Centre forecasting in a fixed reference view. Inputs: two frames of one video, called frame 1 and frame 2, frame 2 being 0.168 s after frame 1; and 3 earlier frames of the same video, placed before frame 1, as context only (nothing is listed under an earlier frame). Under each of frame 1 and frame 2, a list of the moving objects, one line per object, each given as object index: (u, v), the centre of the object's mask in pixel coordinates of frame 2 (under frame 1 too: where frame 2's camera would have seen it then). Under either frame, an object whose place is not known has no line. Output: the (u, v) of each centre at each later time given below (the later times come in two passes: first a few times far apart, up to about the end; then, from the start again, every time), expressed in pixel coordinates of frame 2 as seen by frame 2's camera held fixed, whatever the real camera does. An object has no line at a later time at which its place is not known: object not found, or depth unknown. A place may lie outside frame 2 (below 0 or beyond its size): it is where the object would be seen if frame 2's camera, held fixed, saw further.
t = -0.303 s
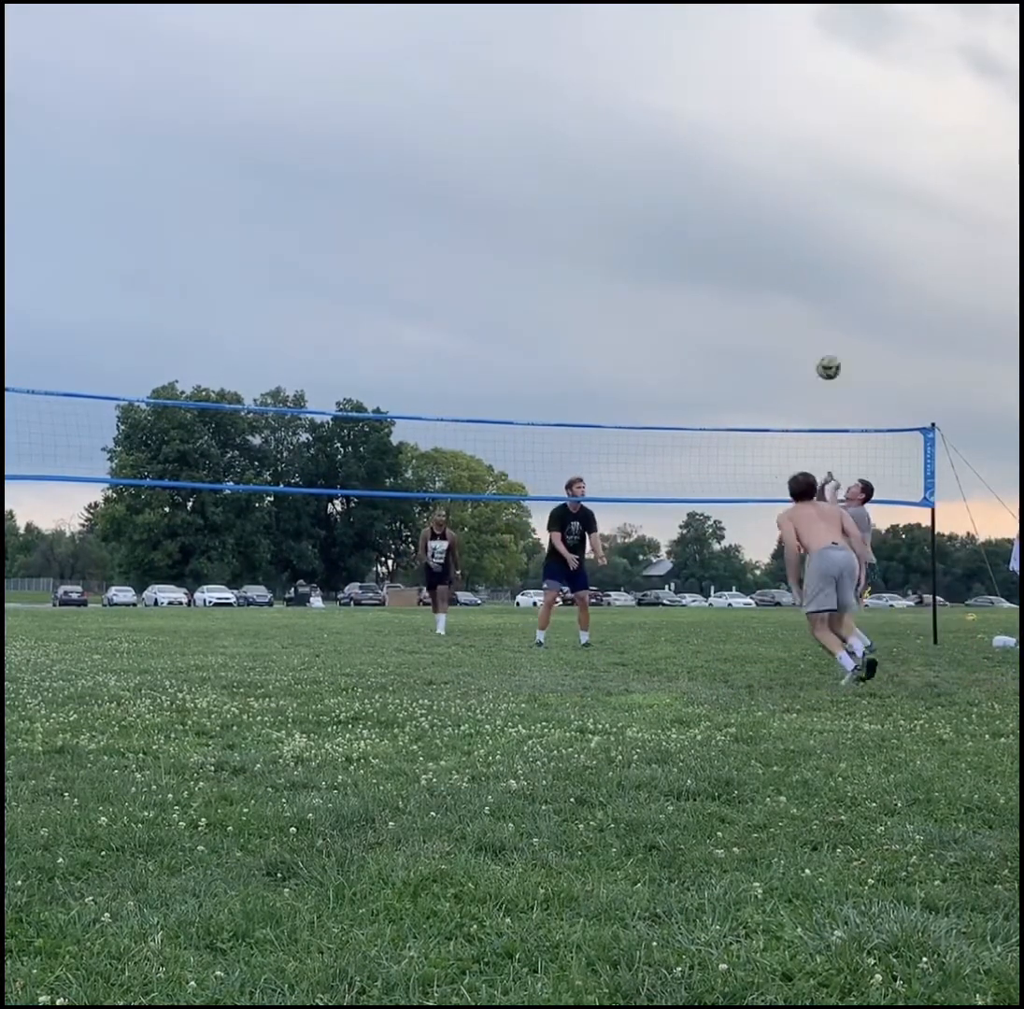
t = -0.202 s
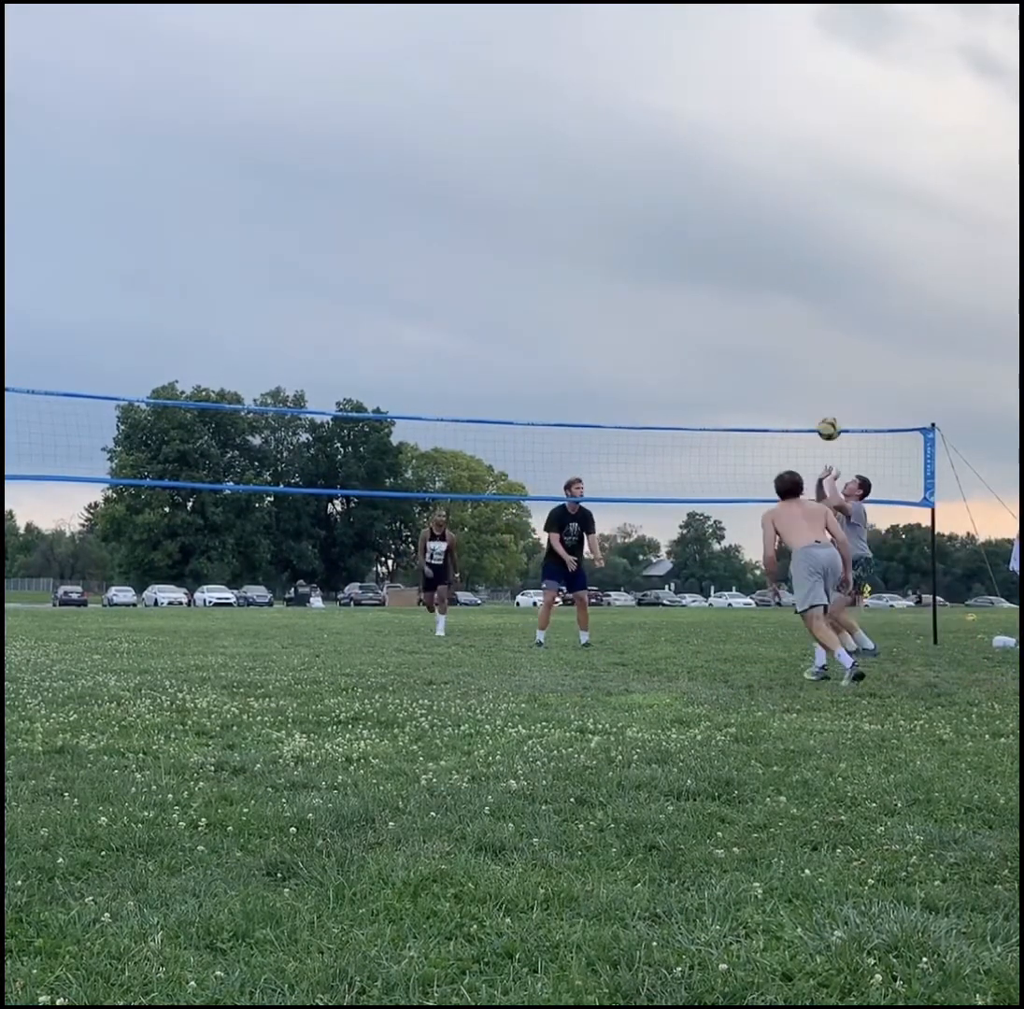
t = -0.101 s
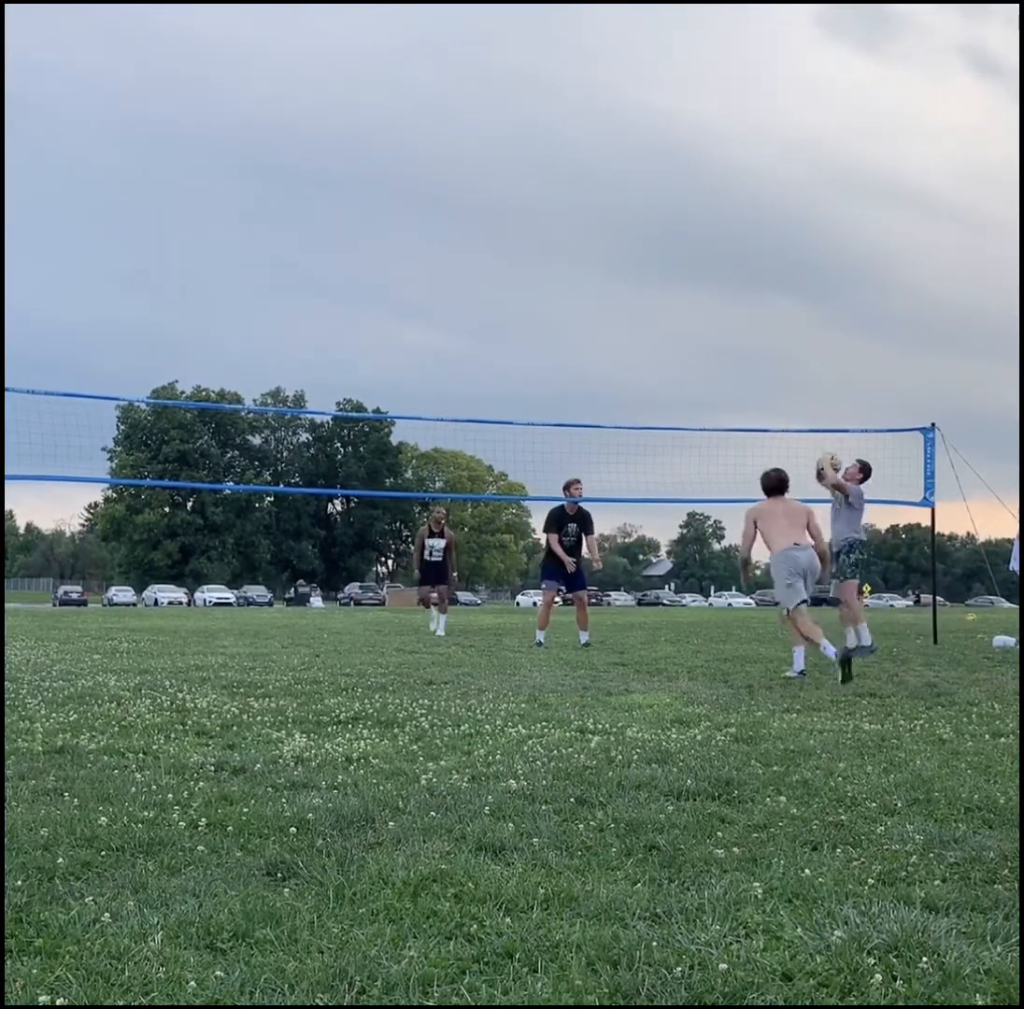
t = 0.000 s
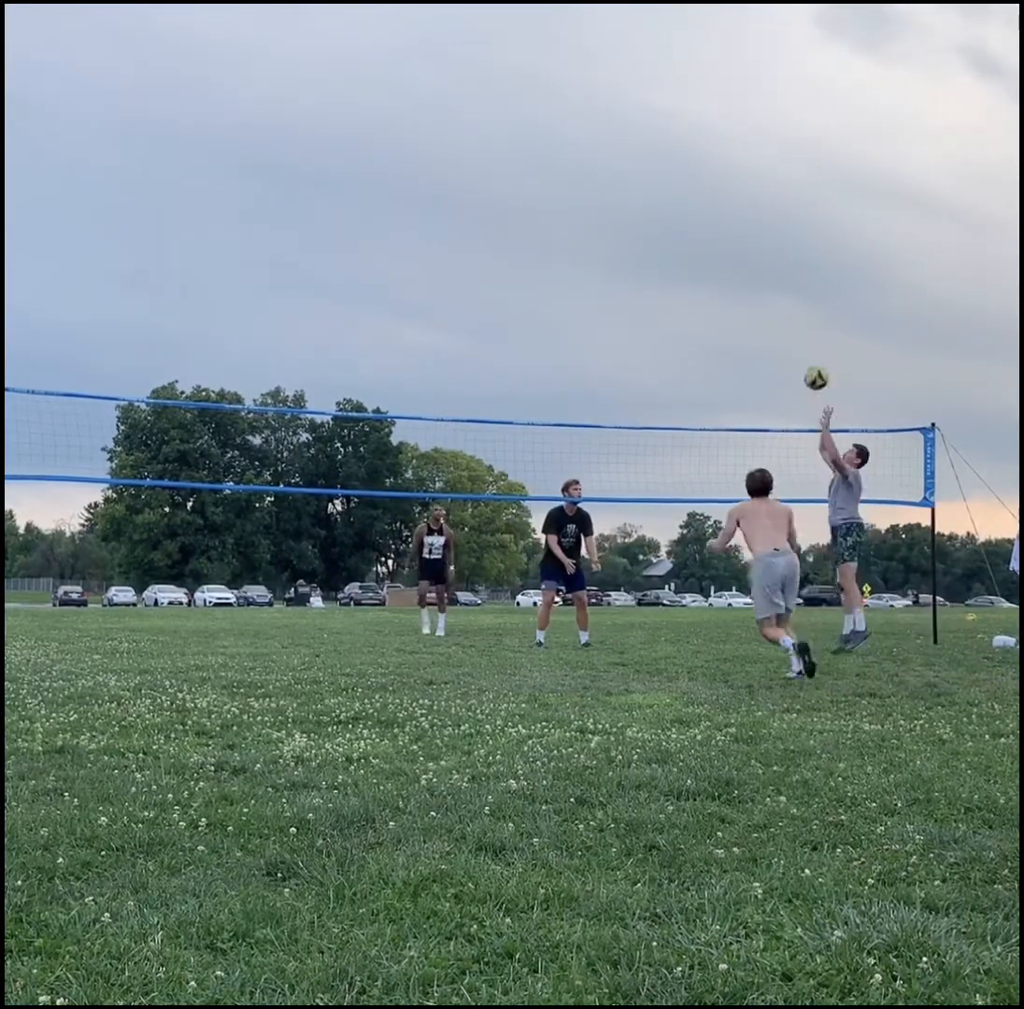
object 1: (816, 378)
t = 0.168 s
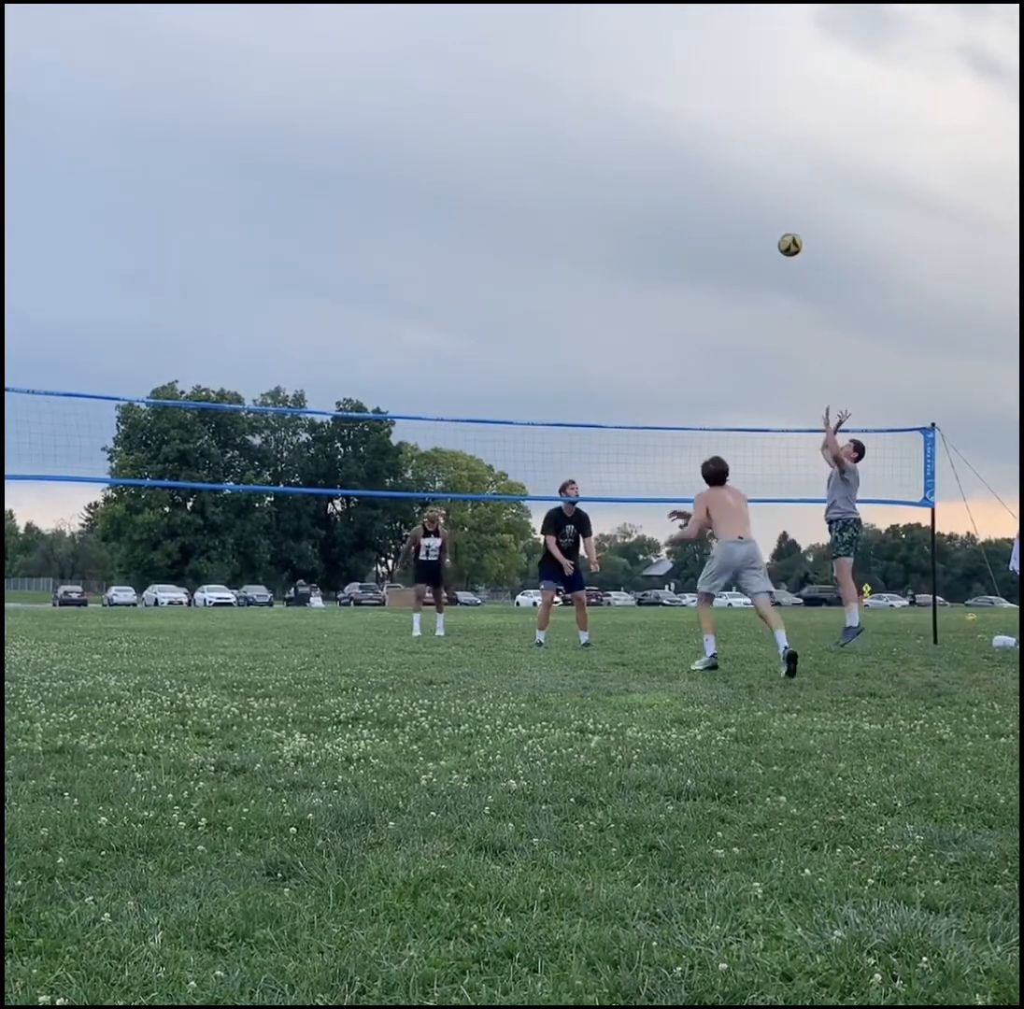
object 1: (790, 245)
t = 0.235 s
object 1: (779, 200)
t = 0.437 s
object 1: (746, 95)
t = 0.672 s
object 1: (709, 29)
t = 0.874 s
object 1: (678, 19)
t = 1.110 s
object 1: (642, 63)
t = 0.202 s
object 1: (784, 222)
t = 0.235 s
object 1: (779, 200)
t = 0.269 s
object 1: (773, 179)
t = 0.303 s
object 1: (767, 160)
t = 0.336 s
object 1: (762, 141)
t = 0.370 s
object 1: (756, 125)
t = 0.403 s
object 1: (751, 109)
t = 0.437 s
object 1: (746, 95)
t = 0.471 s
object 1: (740, 81)
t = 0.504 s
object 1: (735, 69)
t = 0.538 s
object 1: (730, 59)
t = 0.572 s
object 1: (725, 50)
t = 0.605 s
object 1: (720, 41)
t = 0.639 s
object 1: (714, 34)
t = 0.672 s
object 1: (709, 29)
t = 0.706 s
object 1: (704, 24)
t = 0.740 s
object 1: (699, 21)
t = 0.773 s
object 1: (694, 18)
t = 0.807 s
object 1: (689, 18)
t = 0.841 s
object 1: (683, 18)
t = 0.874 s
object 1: (678, 19)
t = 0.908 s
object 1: (673, 22)
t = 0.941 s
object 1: (667, 26)
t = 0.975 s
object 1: (663, 31)
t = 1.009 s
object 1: (657, 38)
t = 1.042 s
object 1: (652, 45)
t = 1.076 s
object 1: (647, 54)
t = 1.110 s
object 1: (642, 63)
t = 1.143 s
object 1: (637, 75)
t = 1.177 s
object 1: (632, 87)
